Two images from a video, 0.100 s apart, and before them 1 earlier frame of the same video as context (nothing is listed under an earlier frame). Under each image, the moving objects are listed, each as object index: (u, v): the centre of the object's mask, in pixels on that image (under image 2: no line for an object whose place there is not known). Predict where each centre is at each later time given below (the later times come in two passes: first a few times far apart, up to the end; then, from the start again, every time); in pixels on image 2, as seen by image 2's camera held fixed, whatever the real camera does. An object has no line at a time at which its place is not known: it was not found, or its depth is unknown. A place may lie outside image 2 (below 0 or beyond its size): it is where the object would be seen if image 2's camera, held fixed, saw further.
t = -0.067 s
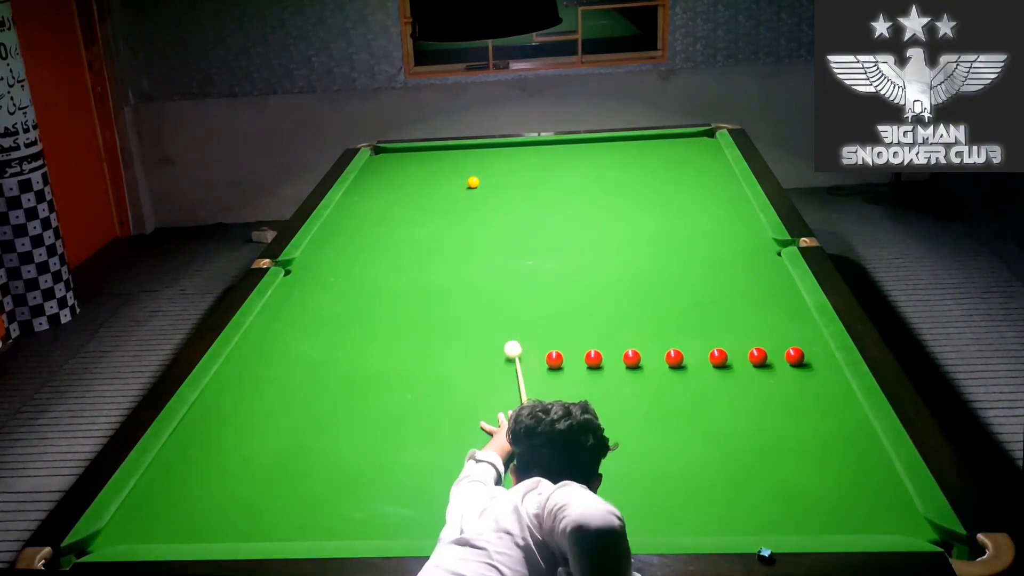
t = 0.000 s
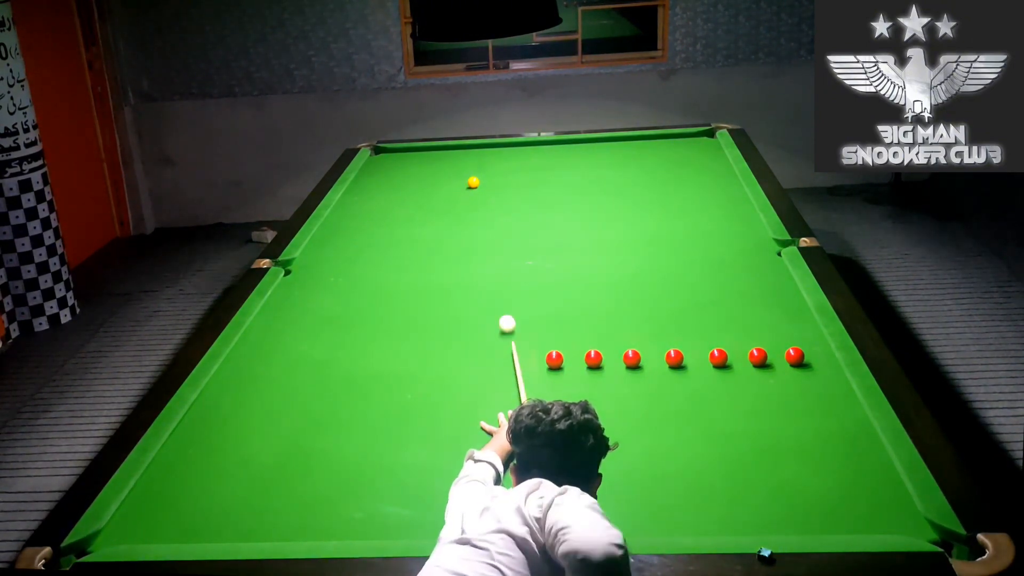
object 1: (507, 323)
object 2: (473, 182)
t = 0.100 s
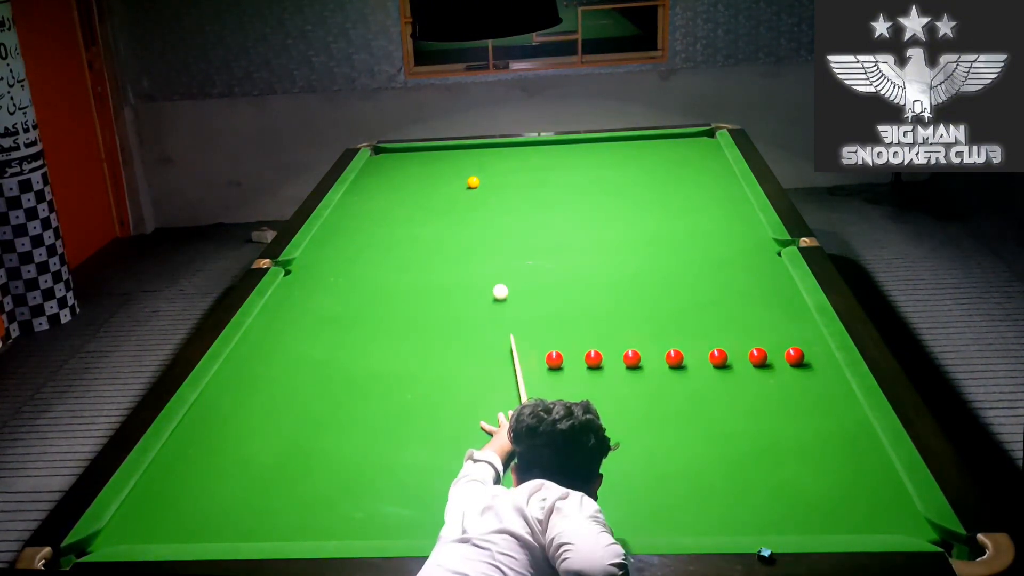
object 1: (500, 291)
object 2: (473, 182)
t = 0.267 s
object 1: (492, 253)
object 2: (473, 182)
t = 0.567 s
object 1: (483, 205)
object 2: (473, 182)
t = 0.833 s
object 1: (497, 178)
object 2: (455, 176)
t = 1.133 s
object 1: (533, 161)
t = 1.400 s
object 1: (560, 147)
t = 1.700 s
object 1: (590, 145)
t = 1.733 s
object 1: (593, 145)
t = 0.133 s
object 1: (498, 282)
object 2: (473, 182)
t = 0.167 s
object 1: (497, 274)
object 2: (473, 182)
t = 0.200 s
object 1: (495, 266)
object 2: (473, 182)
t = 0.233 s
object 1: (494, 259)
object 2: (473, 182)
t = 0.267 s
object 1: (492, 253)
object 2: (473, 182)
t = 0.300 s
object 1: (491, 247)
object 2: (473, 182)
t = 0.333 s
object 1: (490, 241)
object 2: (473, 182)
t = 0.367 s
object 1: (489, 235)
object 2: (473, 182)
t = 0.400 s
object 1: (488, 230)
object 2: (473, 182)
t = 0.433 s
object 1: (487, 224)
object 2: (473, 182)
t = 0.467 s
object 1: (486, 219)
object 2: (473, 183)
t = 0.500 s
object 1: (485, 214)
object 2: (473, 182)
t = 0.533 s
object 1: (484, 210)
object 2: (473, 182)
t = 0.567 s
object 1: (483, 205)
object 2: (473, 182)
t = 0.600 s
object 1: (483, 200)
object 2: (473, 182)
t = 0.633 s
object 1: (482, 196)
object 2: (473, 182)
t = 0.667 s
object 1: (481, 192)
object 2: (473, 182)
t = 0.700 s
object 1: (480, 188)
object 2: (472, 182)
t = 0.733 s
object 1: (481, 184)
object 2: (471, 182)
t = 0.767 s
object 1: (486, 182)
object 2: (466, 180)
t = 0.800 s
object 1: (492, 180)
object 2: (461, 178)
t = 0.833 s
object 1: (497, 178)
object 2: (455, 176)
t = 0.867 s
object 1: (501, 177)
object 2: (451, 175)
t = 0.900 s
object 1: (505, 175)
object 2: (446, 173)
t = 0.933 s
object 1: (509, 173)
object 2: (442, 172)
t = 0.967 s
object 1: (513, 171)
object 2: (438, 171)
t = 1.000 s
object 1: (517, 169)
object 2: (434, 169)
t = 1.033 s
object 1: (521, 167)
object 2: (430, 168)
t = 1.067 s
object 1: (525, 165)
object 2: (427, 166)
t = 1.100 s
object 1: (529, 163)
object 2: (423, 165)
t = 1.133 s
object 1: (533, 161)
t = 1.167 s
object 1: (536, 159)
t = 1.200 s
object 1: (540, 158)
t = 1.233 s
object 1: (543, 156)
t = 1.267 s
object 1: (547, 154)
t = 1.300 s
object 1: (550, 152)
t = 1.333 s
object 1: (553, 151)
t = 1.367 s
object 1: (557, 149)
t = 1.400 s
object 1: (560, 147)
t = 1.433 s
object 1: (563, 146)
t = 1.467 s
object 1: (567, 144)
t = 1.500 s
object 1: (570, 143)
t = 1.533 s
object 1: (573, 141)
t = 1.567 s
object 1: (576, 141)
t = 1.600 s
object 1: (580, 142)
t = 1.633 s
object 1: (583, 143)
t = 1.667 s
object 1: (586, 144)
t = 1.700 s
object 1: (590, 145)
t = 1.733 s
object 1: (593, 145)
